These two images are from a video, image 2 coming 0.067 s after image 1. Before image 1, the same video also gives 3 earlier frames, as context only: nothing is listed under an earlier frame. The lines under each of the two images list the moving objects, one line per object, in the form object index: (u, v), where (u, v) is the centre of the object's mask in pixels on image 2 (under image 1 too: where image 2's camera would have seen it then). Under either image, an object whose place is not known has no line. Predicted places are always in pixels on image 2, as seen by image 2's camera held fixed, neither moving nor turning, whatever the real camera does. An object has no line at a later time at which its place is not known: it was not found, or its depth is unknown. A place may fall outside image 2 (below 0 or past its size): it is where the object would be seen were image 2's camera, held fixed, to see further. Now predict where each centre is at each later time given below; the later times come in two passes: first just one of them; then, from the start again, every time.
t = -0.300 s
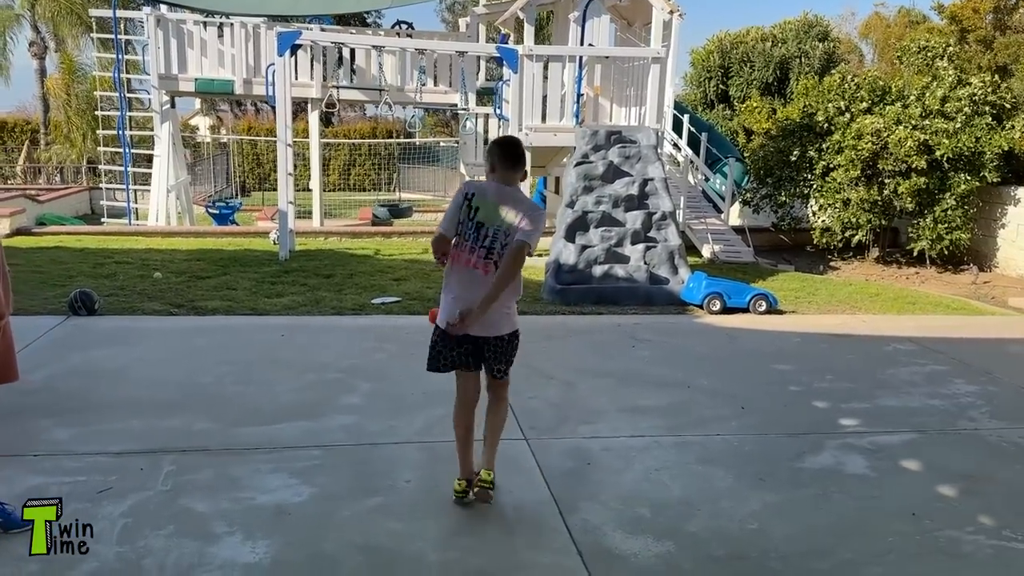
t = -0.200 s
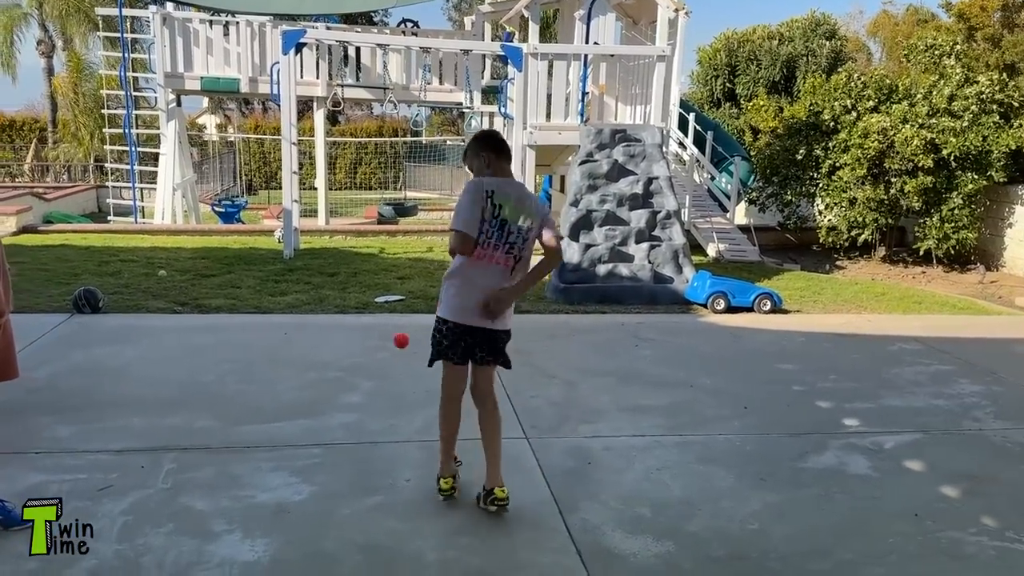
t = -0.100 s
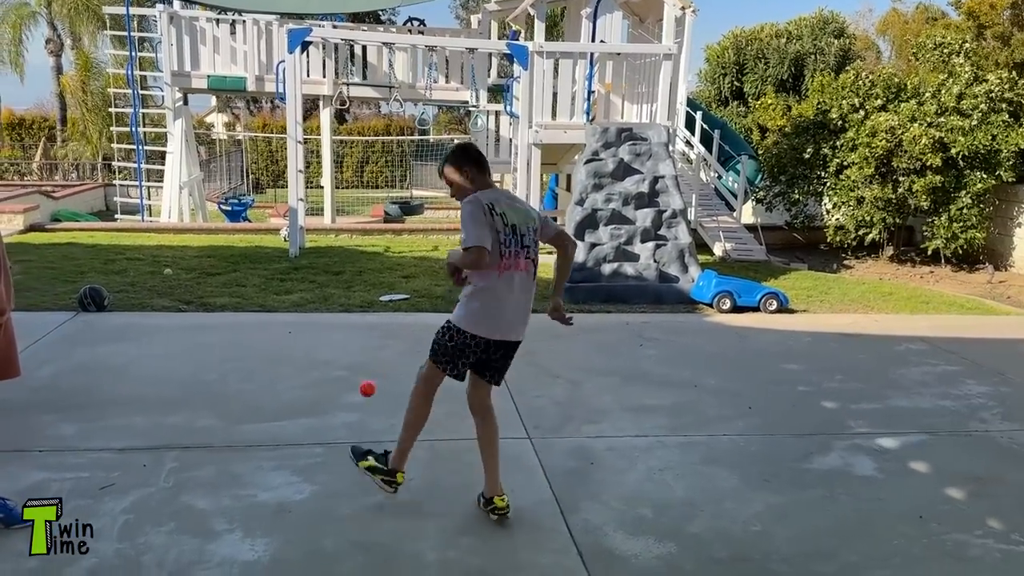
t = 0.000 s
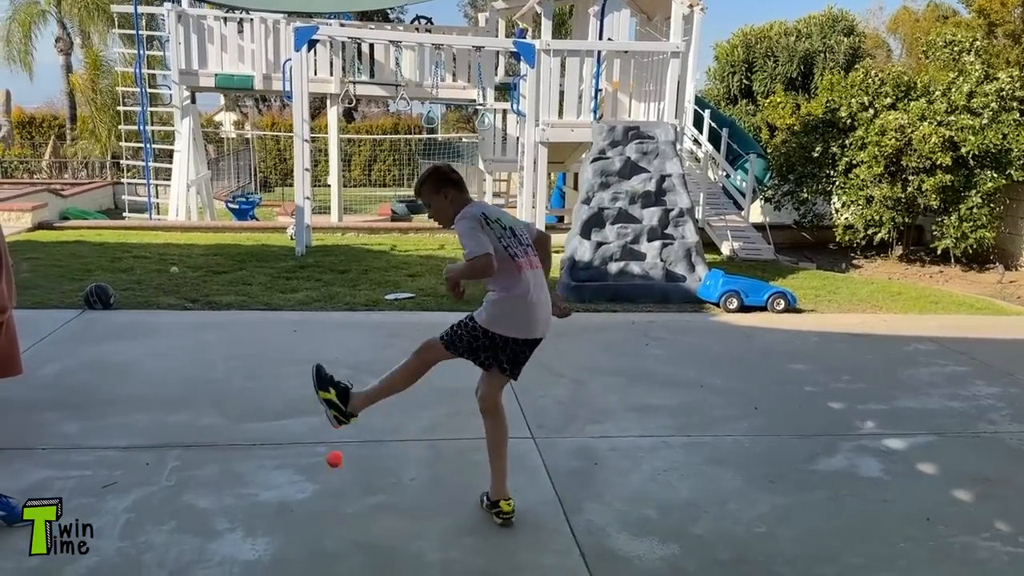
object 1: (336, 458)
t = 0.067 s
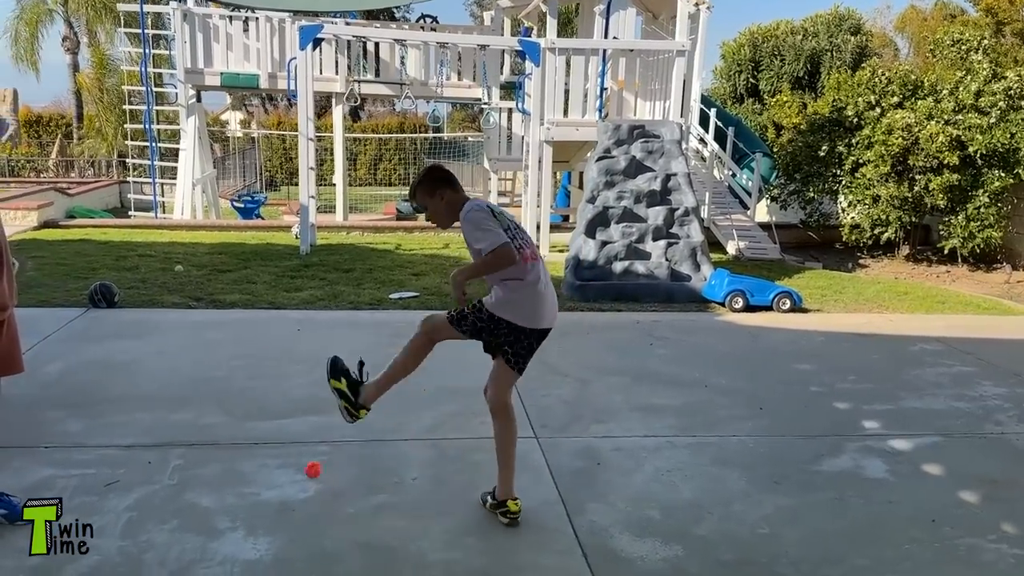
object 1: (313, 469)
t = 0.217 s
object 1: (255, 399)
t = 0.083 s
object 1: (307, 459)
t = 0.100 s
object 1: (301, 450)
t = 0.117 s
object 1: (294, 440)
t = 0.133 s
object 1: (288, 432)
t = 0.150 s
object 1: (281, 425)
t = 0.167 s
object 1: (275, 417)
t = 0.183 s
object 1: (268, 411)
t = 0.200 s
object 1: (262, 405)
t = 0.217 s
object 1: (255, 399)
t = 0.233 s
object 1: (248, 394)
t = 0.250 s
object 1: (241, 391)
